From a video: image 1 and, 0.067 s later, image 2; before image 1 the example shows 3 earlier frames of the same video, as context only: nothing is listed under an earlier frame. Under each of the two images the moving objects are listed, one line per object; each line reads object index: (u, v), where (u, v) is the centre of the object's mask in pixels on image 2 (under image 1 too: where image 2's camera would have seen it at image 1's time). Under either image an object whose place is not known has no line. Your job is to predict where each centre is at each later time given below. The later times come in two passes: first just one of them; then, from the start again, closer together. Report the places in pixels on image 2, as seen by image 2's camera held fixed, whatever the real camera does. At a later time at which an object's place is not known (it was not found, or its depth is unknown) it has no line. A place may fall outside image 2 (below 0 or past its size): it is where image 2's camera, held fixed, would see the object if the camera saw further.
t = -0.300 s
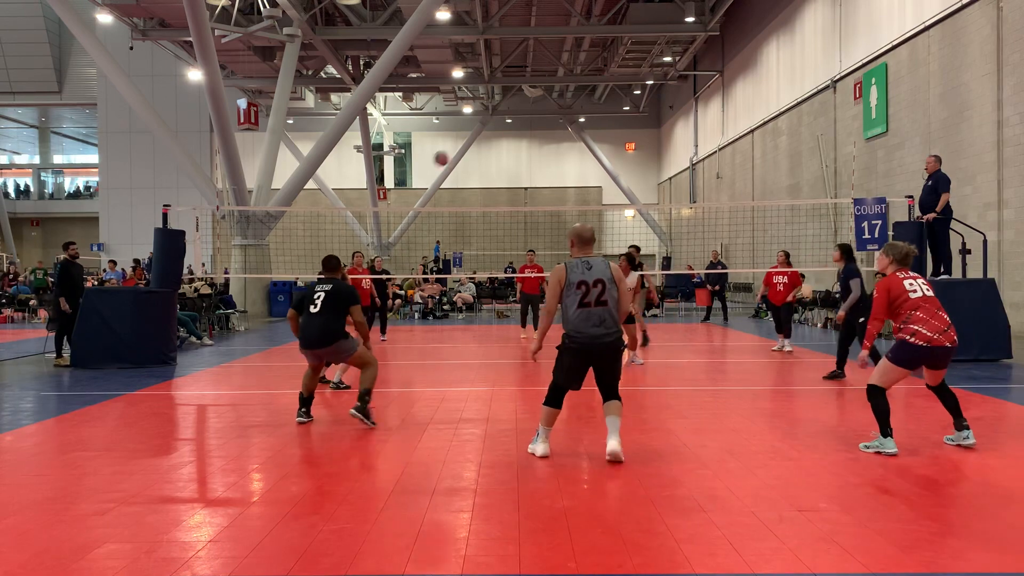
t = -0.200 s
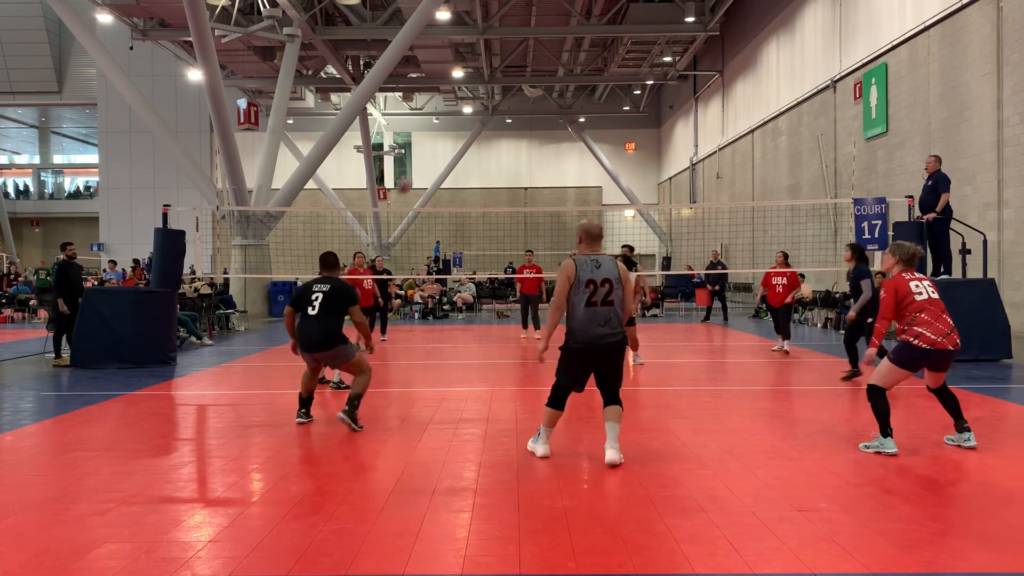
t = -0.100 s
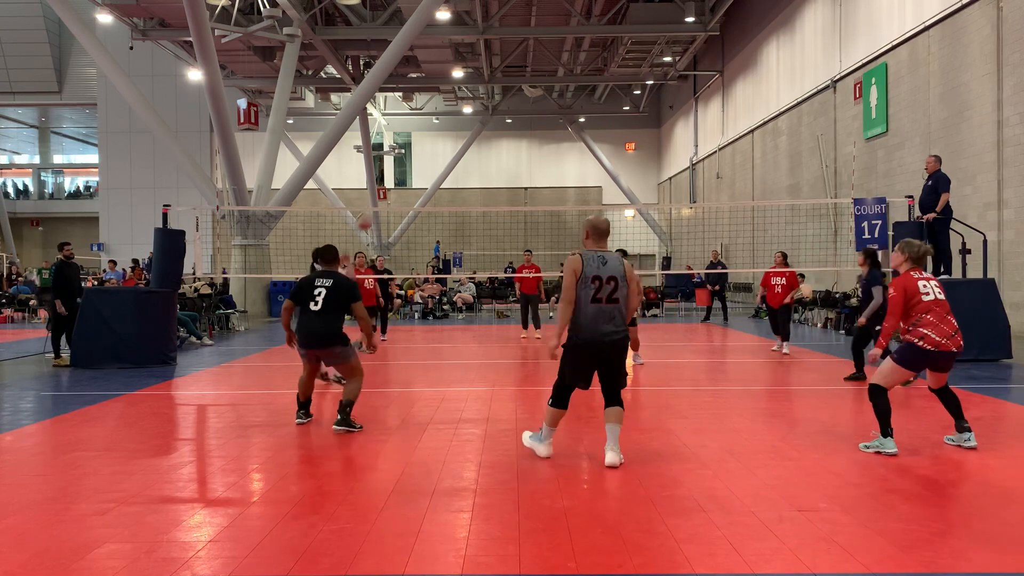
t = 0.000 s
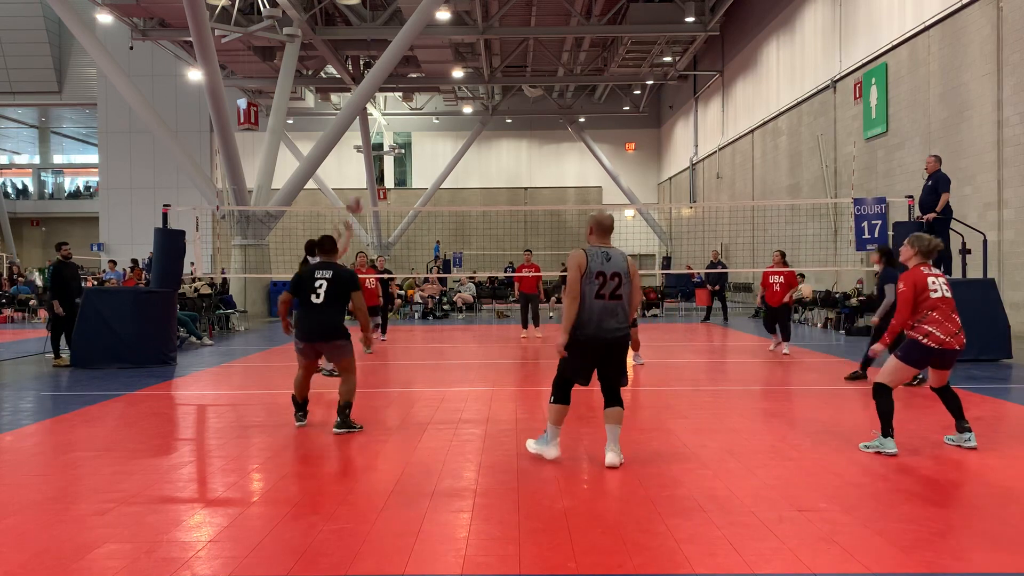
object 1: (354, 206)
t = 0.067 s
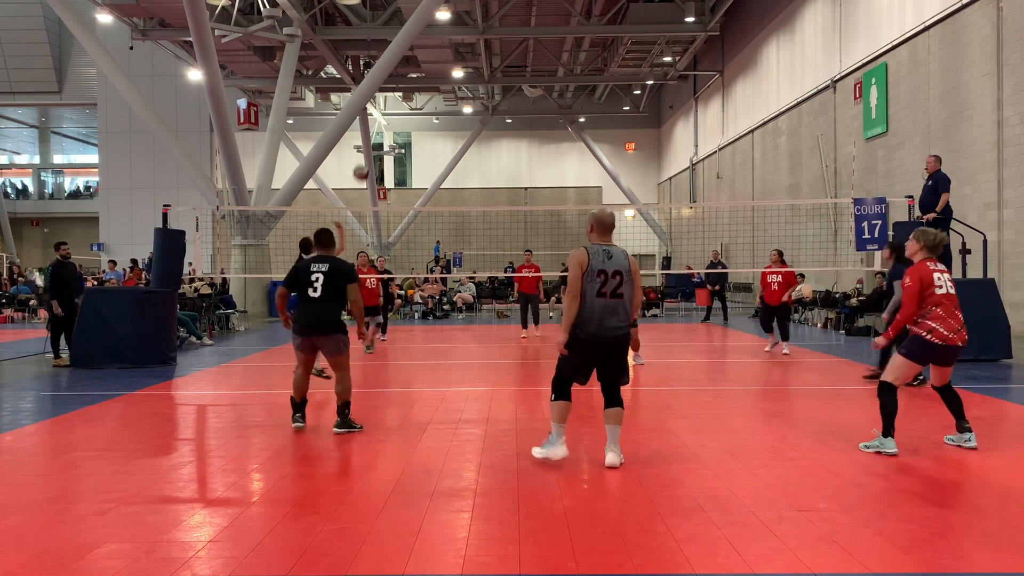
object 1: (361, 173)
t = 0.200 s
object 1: (376, 120)
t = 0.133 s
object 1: (369, 145)
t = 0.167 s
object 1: (372, 131)
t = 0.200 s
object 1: (376, 120)
